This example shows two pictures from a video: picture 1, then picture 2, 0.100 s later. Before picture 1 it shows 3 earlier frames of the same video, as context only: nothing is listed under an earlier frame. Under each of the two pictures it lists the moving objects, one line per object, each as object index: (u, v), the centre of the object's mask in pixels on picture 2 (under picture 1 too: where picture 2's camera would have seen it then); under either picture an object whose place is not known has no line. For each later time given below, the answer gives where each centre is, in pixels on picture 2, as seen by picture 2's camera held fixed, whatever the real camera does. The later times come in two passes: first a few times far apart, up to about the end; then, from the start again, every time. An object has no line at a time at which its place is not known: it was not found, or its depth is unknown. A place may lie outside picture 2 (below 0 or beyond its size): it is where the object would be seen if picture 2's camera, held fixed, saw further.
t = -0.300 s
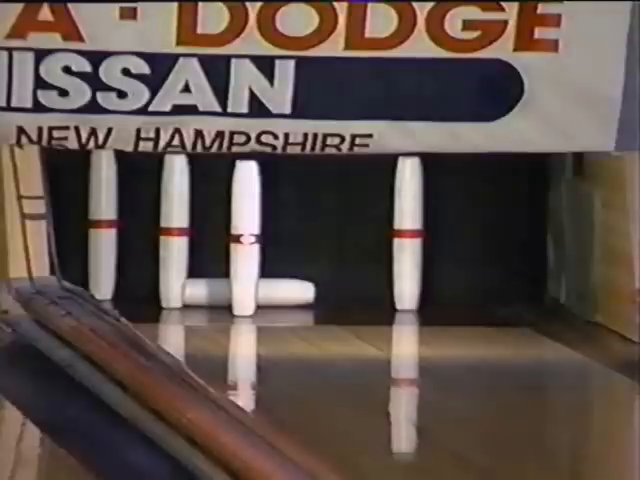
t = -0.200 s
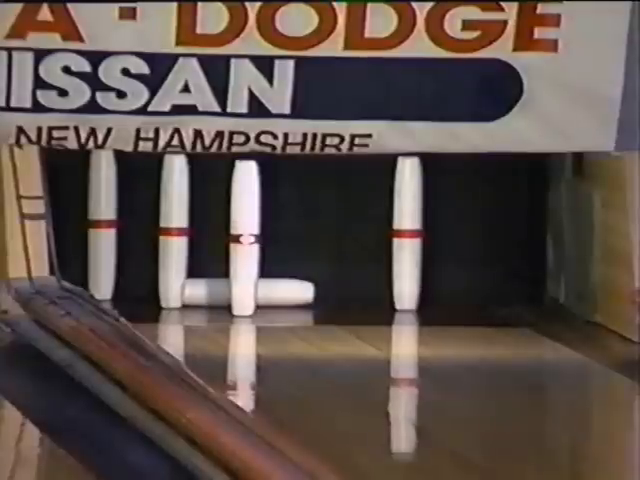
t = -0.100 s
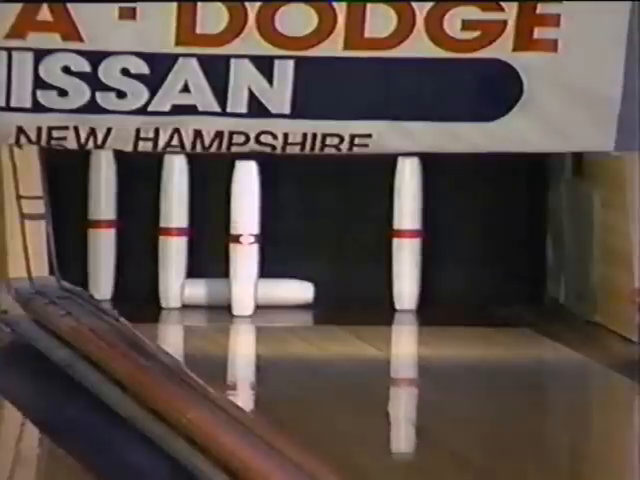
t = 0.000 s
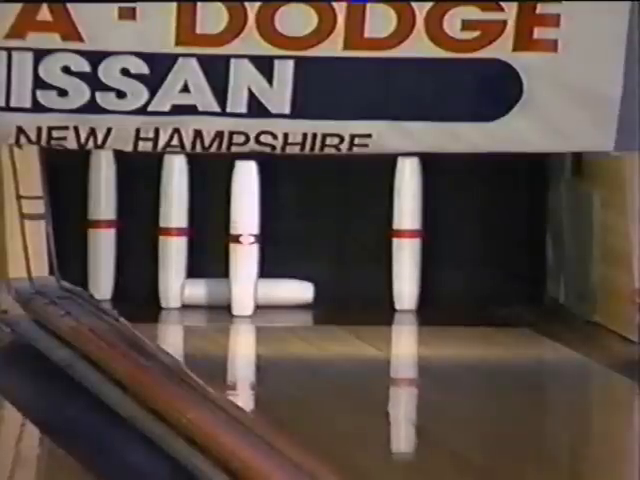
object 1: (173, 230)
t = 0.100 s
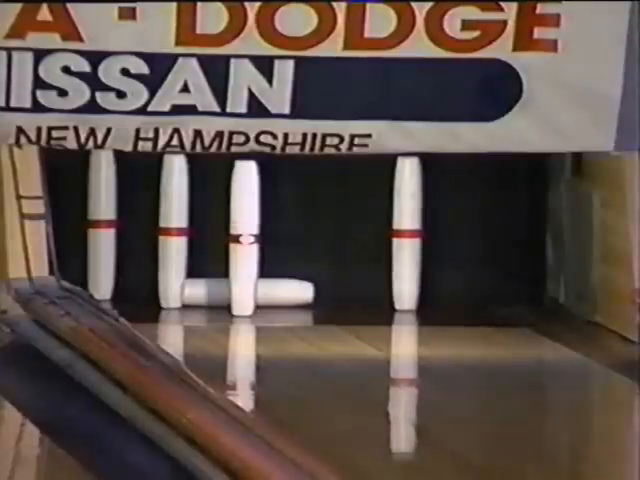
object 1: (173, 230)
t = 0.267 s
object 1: (173, 230)
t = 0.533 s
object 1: (173, 230)
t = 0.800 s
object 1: (172, 230)
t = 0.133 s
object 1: (173, 230)
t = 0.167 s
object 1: (173, 230)
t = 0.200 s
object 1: (173, 230)
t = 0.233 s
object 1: (173, 230)
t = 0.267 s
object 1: (173, 230)
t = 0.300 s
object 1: (173, 230)
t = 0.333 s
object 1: (173, 230)
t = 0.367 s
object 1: (173, 230)
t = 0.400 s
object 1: (173, 230)
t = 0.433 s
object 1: (173, 230)
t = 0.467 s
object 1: (173, 230)
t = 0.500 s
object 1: (173, 230)
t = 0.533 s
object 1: (173, 230)
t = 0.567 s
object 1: (173, 230)
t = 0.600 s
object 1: (173, 230)
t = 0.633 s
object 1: (173, 230)
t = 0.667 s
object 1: (173, 230)
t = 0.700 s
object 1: (173, 230)
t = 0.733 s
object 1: (173, 230)
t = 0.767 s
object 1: (173, 230)
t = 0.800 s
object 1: (172, 230)
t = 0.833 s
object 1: (158, 233)
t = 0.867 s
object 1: (154, 226)
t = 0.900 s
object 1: (136, 242)
